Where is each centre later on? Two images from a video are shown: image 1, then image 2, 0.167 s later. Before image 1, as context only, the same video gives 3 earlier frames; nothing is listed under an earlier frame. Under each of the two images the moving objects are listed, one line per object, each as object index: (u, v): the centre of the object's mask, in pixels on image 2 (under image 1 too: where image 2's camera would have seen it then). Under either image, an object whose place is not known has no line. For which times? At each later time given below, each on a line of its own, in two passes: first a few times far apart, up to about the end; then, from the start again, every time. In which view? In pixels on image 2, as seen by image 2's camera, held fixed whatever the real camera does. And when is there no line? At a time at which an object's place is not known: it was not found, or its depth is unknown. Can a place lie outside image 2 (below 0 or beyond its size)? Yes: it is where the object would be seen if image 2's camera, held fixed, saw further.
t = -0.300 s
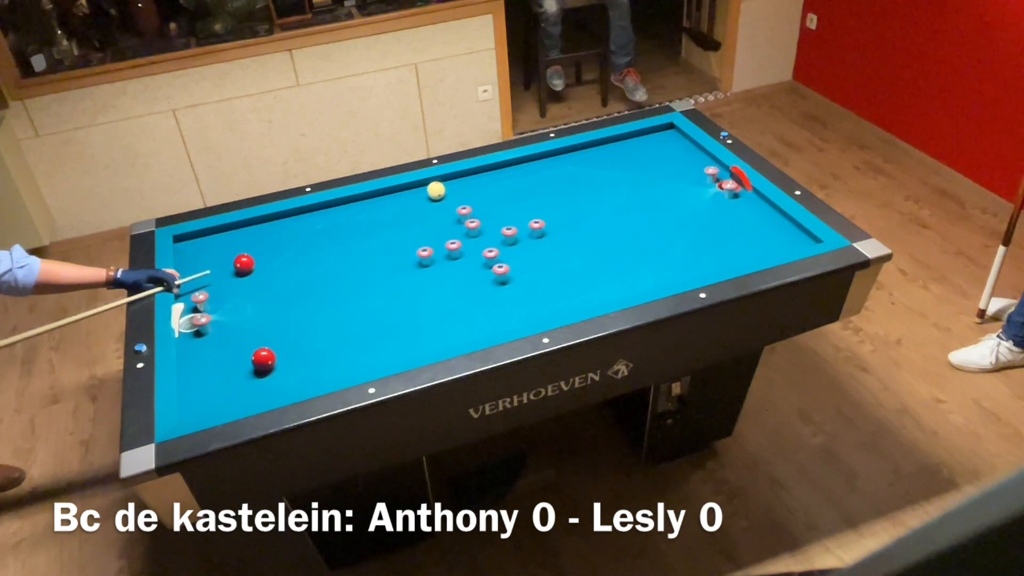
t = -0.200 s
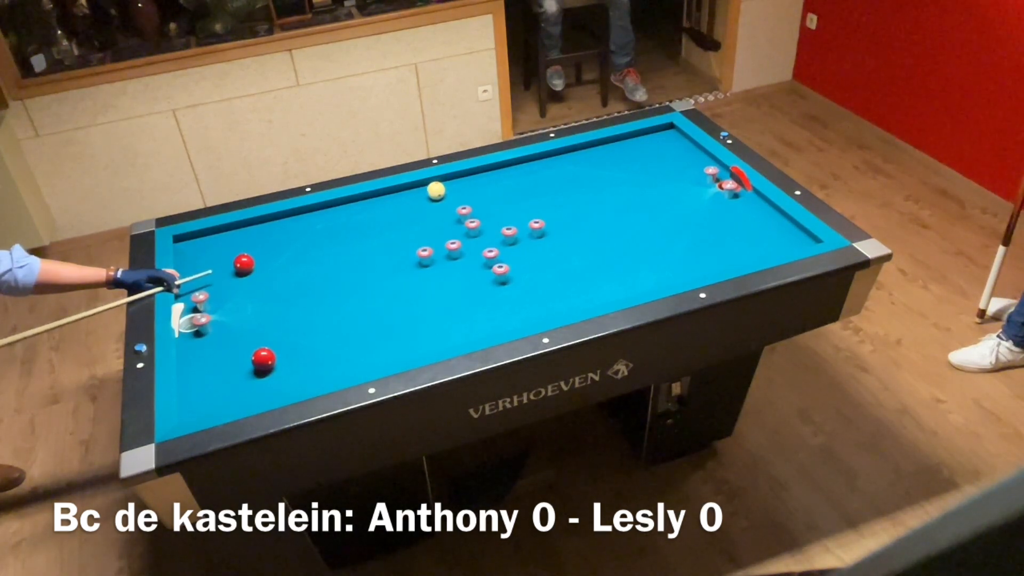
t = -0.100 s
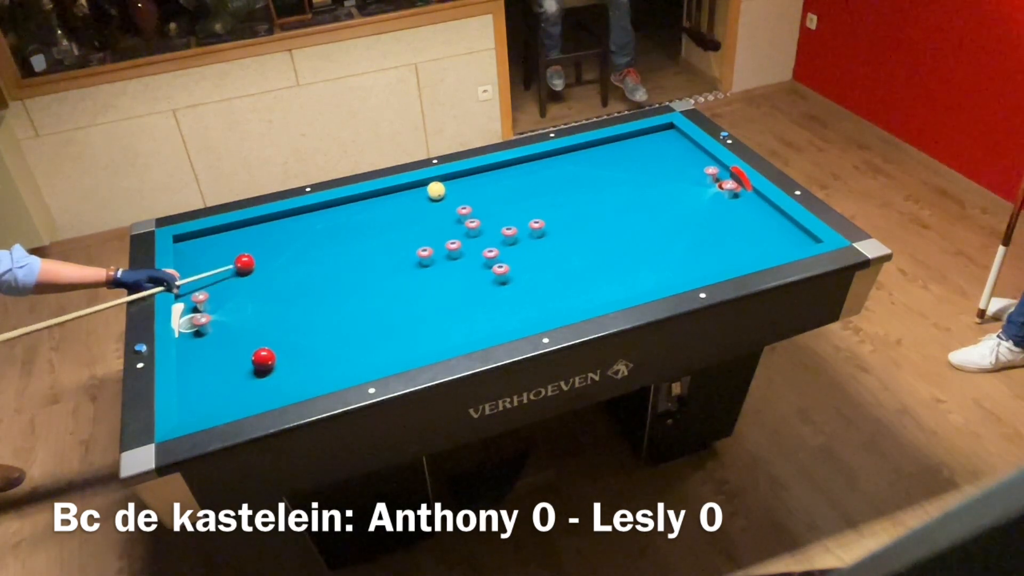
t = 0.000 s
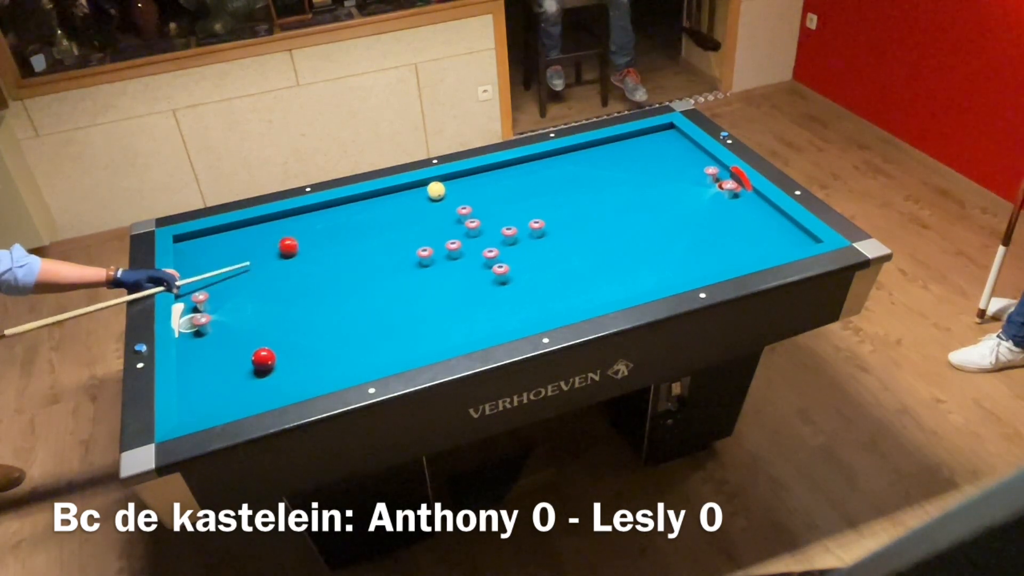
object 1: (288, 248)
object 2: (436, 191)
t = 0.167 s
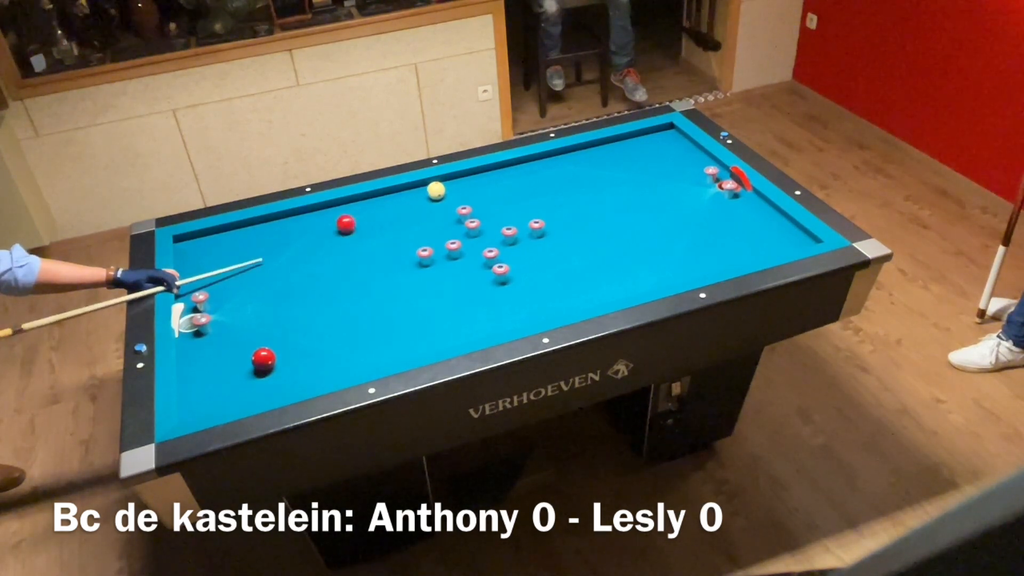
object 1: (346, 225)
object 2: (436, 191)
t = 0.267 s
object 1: (377, 213)
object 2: (436, 191)
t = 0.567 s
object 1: (423, 189)
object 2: (475, 181)
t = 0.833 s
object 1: (437, 186)
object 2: (524, 168)
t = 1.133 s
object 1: (453, 188)
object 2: (577, 155)
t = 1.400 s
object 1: (466, 191)
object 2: (621, 143)
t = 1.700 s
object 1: (480, 193)
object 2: (668, 131)
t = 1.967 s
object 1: (492, 195)
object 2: (648, 134)
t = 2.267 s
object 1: (504, 197)
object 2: (621, 140)
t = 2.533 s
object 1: (513, 199)
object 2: (599, 145)
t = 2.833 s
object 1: (523, 201)
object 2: (576, 151)
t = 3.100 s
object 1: (530, 202)
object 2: (556, 156)
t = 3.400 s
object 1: (538, 203)
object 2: (535, 162)
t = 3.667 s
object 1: (544, 204)
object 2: (516, 167)
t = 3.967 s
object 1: (549, 205)
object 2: (495, 172)
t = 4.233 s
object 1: (552, 206)
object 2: (478, 177)
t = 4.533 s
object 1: (555, 207)
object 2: (459, 182)
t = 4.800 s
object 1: (557, 207)
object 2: (443, 186)
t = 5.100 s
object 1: (557, 207)
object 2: (426, 190)
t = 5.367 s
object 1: (557, 207)
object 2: (412, 194)
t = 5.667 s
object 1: (557, 207)
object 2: (396, 198)
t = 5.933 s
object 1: (557, 207)
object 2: (383, 202)
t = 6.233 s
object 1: (557, 207)
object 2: (370, 205)
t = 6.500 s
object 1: (557, 207)
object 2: (358, 208)
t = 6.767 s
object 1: (557, 207)
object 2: (348, 211)
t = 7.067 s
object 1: (557, 207)
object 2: (338, 214)
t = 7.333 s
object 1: (557, 207)
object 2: (329, 216)
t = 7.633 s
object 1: (557, 207)
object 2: (321, 218)
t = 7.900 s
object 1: (557, 207)
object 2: (315, 219)
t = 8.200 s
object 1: (557, 207)
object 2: (310, 220)
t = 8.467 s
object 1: (557, 207)
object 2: (305, 221)
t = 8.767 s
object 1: (557, 207)
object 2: (302, 221)
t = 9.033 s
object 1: (557, 207)
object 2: (300, 221)
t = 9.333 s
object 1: (557, 207)
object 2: (299, 222)
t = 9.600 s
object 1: (557, 207)
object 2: (299, 222)
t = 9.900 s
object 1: (557, 207)
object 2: (299, 222)
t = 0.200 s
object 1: (356, 221)
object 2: (436, 191)
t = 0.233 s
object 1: (367, 217)
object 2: (436, 191)
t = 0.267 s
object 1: (377, 213)
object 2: (436, 191)
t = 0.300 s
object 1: (387, 208)
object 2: (436, 191)
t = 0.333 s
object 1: (397, 205)
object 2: (436, 191)
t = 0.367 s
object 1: (407, 201)
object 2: (436, 192)
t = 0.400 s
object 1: (417, 197)
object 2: (436, 191)
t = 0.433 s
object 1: (418, 195)
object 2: (443, 189)
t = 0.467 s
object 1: (419, 194)
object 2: (453, 187)
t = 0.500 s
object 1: (419, 192)
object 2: (460, 185)
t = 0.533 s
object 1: (421, 190)
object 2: (468, 183)
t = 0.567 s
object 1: (423, 189)
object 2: (475, 181)
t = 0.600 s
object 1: (425, 187)
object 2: (481, 180)
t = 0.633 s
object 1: (427, 186)
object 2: (487, 178)
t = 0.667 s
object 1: (428, 185)
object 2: (494, 176)
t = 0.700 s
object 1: (430, 185)
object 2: (500, 175)
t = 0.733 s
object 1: (432, 185)
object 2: (506, 173)
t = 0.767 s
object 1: (434, 185)
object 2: (512, 172)
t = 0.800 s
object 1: (436, 186)
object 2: (518, 170)
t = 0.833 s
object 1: (437, 186)
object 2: (524, 168)
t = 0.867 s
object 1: (439, 186)
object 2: (530, 167)
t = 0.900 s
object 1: (441, 186)
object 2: (536, 165)
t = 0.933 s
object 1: (443, 187)
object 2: (542, 164)
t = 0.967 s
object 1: (445, 187)
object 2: (548, 162)
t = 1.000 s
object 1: (446, 187)
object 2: (554, 161)
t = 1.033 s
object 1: (448, 188)
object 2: (560, 159)
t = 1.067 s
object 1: (450, 188)
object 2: (566, 158)
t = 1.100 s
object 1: (452, 188)
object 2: (571, 156)
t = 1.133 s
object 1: (453, 188)
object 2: (577, 155)
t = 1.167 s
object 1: (455, 189)
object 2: (583, 153)
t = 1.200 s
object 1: (457, 189)
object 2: (588, 152)
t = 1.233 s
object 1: (458, 189)
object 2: (594, 150)
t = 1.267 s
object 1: (460, 190)
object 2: (599, 149)
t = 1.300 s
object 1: (462, 190)
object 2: (605, 148)
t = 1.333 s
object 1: (463, 190)
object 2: (610, 146)
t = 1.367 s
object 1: (465, 190)
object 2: (616, 145)
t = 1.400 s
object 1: (466, 191)
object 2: (621, 143)
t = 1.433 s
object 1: (468, 191)
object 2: (627, 142)
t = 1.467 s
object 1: (470, 191)
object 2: (632, 141)
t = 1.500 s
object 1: (471, 192)
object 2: (637, 139)
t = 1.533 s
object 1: (473, 192)
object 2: (642, 138)
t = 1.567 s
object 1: (474, 192)
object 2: (648, 136)
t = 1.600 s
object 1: (476, 192)
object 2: (653, 135)
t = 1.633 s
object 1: (477, 192)
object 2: (658, 134)
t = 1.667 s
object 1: (479, 193)
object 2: (663, 132)
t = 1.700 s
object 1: (480, 193)
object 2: (668, 131)
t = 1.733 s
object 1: (482, 193)
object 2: (671, 130)
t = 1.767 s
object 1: (483, 193)
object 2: (667, 131)
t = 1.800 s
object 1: (485, 194)
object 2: (664, 132)
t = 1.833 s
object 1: (486, 194)
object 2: (660, 132)
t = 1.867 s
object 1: (487, 195)
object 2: (657, 133)
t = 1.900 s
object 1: (489, 195)
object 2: (654, 133)
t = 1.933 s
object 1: (490, 195)
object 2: (651, 134)
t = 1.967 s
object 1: (492, 195)
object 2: (648, 134)
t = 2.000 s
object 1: (493, 195)
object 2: (645, 135)
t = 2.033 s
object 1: (494, 196)
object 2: (642, 136)
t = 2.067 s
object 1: (496, 196)
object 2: (639, 136)
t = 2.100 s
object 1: (497, 196)
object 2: (636, 137)
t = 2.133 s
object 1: (498, 196)
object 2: (633, 137)
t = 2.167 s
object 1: (500, 197)
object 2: (630, 138)
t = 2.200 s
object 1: (501, 197)
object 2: (627, 139)
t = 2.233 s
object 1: (502, 197)
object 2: (624, 139)
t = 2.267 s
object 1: (504, 197)
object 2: (621, 140)
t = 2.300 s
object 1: (505, 197)
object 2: (618, 140)
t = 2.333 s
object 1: (506, 198)
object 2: (615, 141)
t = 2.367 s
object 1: (507, 198)
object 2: (612, 142)
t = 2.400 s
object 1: (509, 198)
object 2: (609, 142)
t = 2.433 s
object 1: (510, 198)
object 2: (607, 143)
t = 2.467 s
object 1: (511, 198)
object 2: (604, 143)
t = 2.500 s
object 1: (512, 198)
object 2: (602, 144)
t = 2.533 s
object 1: (513, 199)
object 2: (599, 145)
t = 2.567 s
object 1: (515, 199)
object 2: (597, 146)
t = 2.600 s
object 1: (516, 199)
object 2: (594, 146)
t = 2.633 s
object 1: (517, 199)
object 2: (591, 147)
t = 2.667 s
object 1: (518, 200)
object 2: (589, 148)
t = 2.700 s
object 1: (519, 200)
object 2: (586, 148)
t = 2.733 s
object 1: (520, 200)
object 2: (584, 149)
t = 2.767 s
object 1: (521, 200)
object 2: (581, 150)
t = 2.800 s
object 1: (522, 201)
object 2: (579, 150)
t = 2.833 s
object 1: (523, 201)
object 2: (576, 151)
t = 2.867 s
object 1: (524, 201)
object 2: (574, 152)
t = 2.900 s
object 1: (525, 201)
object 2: (571, 152)
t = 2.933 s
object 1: (526, 201)
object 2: (569, 153)
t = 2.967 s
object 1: (527, 201)
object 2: (566, 154)
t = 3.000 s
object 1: (528, 201)
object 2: (564, 154)
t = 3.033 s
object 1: (529, 202)
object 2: (561, 155)
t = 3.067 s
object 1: (530, 202)
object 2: (559, 156)
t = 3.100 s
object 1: (530, 202)
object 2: (556, 156)
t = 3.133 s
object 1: (532, 202)
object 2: (554, 157)
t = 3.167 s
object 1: (533, 202)
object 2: (552, 158)
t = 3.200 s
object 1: (533, 202)
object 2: (549, 158)
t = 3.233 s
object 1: (534, 202)
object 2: (547, 159)
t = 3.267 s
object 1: (535, 203)
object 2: (544, 159)
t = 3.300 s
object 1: (536, 203)
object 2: (542, 160)
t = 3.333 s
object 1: (536, 203)
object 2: (540, 161)
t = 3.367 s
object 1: (537, 203)
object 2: (537, 161)
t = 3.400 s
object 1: (538, 203)
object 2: (535, 162)
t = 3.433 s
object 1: (539, 203)
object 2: (532, 163)
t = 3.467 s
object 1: (540, 203)
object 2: (530, 163)
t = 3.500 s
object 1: (540, 204)
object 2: (528, 164)
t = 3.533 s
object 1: (541, 204)
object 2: (525, 165)
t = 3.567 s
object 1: (542, 204)
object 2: (523, 165)
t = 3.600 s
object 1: (543, 204)
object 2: (521, 166)
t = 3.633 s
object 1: (543, 204)
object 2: (518, 166)
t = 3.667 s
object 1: (544, 204)
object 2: (516, 167)
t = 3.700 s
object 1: (544, 204)
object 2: (513, 167)
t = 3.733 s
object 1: (545, 204)
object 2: (511, 168)
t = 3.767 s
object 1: (546, 204)
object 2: (509, 169)
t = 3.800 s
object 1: (546, 205)
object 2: (507, 169)
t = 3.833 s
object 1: (547, 205)
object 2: (505, 170)
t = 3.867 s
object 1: (548, 205)
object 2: (502, 170)
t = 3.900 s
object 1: (548, 205)
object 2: (500, 171)
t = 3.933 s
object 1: (549, 205)
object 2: (498, 172)
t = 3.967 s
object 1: (549, 205)
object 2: (495, 172)
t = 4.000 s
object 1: (549, 206)
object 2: (493, 173)
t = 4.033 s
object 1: (550, 206)
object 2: (491, 173)
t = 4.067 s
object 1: (550, 205)
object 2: (489, 174)
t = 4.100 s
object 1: (551, 205)
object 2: (487, 175)
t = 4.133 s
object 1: (551, 206)
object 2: (484, 175)
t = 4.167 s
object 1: (552, 206)
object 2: (482, 176)
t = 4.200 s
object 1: (552, 206)
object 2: (480, 176)
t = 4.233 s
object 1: (552, 206)
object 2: (478, 177)
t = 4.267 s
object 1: (553, 206)
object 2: (476, 177)
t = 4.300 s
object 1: (553, 206)
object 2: (474, 178)
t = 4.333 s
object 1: (553, 206)
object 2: (472, 178)
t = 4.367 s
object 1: (554, 207)
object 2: (469, 179)
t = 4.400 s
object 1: (554, 207)
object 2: (467, 180)
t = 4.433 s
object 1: (554, 207)
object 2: (465, 180)
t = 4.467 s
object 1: (555, 207)
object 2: (463, 181)
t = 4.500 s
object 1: (555, 207)
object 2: (461, 181)
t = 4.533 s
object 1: (555, 207)
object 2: (459, 182)
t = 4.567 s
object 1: (555, 207)
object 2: (457, 182)
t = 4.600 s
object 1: (556, 207)
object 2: (455, 183)
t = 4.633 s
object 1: (556, 207)
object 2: (453, 183)
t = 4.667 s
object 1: (556, 207)
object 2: (451, 184)
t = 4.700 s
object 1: (556, 207)
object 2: (449, 184)
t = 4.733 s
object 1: (556, 207)
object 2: (447, 185)
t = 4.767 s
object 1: (556, 207)
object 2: (445, 185)
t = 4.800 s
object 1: (557, 207)
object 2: (443, 186)
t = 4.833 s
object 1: (557, 207)
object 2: (441, 186)
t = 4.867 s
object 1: (557, 207)
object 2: (439, 187)
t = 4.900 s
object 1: (557, 207)
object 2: (437, 187)
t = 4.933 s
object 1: (557, 207)
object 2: (436, 188)
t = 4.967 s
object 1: (557, 207)
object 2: (434, 188)
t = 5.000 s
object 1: (557, 207)
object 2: (431, 189)
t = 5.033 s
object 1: (557, 207)
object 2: (430, 189)
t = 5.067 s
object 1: (557, 207)
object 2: (428, 190)
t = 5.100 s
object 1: (557, 207)
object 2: (426, 190)
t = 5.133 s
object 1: (557, 207)
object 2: (424, 191)
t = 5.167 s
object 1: (557, 207)
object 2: (422, 191)
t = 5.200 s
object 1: (557, 207)
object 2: (421, 192)
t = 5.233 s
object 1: (557, 207)
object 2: (419, 192)
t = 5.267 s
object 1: (557, 207)
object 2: (417, 193)
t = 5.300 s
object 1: (557, 207)
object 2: (415, 193)
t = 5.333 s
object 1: (557, 207)
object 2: (413, 194)
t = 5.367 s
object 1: (557, 207)
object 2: (412, 194)
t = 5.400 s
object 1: (557, 207)
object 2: (410, 195)
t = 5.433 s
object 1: (557, 207)
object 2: (408, 195)
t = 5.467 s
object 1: (557, 207)
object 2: (406, 196)
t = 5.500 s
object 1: (557, 207)
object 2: (404, 196)
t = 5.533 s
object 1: (557, 207)
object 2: (403, 197)
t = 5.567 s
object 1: (557, 207)
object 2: (401, 197)
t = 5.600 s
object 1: (557, 207)
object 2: (399, 198)
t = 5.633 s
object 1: (557, 207)
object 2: (397, 198)
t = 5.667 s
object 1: (557, 207)
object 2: (396, 198)
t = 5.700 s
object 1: (557, 207)
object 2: (394, 199)
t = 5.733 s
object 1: (557, 207)
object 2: (393, 199)
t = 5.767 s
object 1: (557, 207)
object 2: (391, 200)
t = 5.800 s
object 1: (557, 207)
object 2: (389, 200)
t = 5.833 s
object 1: (557, 207)
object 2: (388, 201)
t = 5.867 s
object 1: (557, 207)
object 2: (386, 201)
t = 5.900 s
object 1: (557, 207)
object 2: (384, 201)
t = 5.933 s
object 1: (557, 207)
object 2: (383, 202)
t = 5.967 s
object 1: (557, 207)
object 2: (381, 202)
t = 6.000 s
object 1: (557, 207)
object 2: (380, 203)
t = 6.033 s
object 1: (557, 207)
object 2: (378, 203)
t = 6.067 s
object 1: (557, 207)
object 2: (377, 204)
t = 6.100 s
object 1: (557, 207)
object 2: (375, 204)
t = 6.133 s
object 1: (557, 207)
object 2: (374, 204)
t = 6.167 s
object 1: (557, 207)
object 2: (372, 205)
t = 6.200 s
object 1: (557, 207)
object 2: (371, 205)
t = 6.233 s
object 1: (557, 207)
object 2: (370, 205)
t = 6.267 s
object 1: (557, 207)
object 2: (368, 206)
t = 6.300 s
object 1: (557, 207)
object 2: (367, 206)
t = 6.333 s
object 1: (557, 207)
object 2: (365, 207)
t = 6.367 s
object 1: (557, 207)
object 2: (364, 207)
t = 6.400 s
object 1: (557, 207)
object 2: (362, 207)
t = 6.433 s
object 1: (557, 207)
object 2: (361, 208)
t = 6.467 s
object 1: (557, 207)
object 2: (360, 208)
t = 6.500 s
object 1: (557, 207)
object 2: (358, 208)
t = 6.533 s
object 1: (557, 207)
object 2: (357, 209)
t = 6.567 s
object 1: (557, 207)
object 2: (356, 209)
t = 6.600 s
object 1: (557, 207)
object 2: (354, 209)
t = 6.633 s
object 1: (557, 207)
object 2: (353, 210)
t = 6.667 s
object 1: (557, 207)
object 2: (352, 210)
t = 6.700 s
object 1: (557, 207)
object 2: (351, 210)
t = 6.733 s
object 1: (557, 207)
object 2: (349, 211)
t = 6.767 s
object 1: (557, 207)
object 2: (348, 211)
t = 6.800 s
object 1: (557, 207)
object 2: (347, 211)
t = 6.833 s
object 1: (557, 207)
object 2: (346, 212)
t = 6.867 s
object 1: (557, 207)
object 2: (344, 212)
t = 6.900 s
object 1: (557, 207)
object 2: (343, 212)
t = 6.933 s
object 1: (557, 207)
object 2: (342, 213)
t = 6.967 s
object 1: (557, 207)
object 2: (341, 213)
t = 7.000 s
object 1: (557, 207)
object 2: (340, 213)
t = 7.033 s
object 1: (557, 207)
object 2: (339, 214)
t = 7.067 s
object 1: (557, 207)
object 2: (338, 214)
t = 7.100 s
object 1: (557, 207)
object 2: (337, 214)
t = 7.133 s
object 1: (557, 207)
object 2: (336, 214)
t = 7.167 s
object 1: (557, 207)
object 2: (335, 215)
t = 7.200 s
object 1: (557, 207)
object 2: (333, 215)
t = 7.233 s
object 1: (557, 207)
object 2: (333, 215)
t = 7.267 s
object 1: (557, 207)
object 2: (332, 215)
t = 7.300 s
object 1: (557, 207)
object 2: (330, 216)
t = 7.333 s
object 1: (557, 207)
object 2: (329, 216)
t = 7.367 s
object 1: (557, 207)
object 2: (328, 216)
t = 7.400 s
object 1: (557, 207)
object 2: (328, 217)
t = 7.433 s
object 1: (557, 207)
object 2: (327, 217)
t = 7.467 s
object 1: (557, 207)
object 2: (326, 217)
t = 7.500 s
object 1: (557, 207)
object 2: (325, 217)
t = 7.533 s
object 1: (557, 207)
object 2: (324, 217)
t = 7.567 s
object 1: (557, 207)
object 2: (323, 218)
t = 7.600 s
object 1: (557, 207)
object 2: (322, 218)
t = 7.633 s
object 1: (557, 207)
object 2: (321, 218)
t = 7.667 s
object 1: (557, 207)
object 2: (320, 218)
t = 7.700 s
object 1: (557, 207)
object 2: (320, 218)
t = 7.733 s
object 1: (557, 207)
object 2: (319, 218)
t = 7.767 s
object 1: (557, 207)
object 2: (318, 219)
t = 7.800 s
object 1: (557, 207)
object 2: (318, 219)
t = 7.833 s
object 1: (557, 207)
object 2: (317, 219)
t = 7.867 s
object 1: (557, 207)
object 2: (316, 219)
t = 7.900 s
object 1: (557, 207)
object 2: (315, 219)
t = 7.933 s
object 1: (557, 207)
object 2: (314, 219)
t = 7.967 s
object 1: (557, 207)
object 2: (314, 219)
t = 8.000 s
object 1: (557, 207)
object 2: (313, 220)
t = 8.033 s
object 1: (557, 207)
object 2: (313, 220)
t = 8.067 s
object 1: (557, 207)
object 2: (312, 220)
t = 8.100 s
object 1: (557, 207)
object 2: (311, 220)
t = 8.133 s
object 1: (557, 207)
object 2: (311, 220)
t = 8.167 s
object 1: (557, 207)
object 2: (310, 220)
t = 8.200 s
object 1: (557, 207)
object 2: (310, 220)
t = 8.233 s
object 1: (557, 207)
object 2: (309, 220)
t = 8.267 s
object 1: (557, 207)
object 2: (308, 220)
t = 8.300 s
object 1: (557, 207)
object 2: (308, 220)
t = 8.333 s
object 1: (557, 207)
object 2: (307, 221)
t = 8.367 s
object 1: (557, 207)
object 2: (307, 221)
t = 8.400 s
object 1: (557, 207)
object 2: (306, 221)
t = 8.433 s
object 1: (557, 207)
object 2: (306, 221)
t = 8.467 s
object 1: (557, 207)
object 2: (305, 221)
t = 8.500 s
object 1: (557, 207)
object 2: (305, 221)
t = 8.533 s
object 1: (557, 207)
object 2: (304, 221)
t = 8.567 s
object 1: (557, 207)
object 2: (304, 221)
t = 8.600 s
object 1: (557, 207)
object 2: (304, 221)
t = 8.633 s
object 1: (557, 207)
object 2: (303, 221)
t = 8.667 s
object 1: (557, 207)
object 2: (303, 221)
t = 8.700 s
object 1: (557, 207)
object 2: (303, 221)
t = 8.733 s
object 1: (557, 207)
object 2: (302, 221)
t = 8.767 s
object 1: (557, 207)
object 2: (302, 221)
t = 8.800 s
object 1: (557, 207)
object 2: (302, 221)
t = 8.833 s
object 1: (557, 207)
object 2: (302, 221)
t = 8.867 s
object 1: (557, 207)
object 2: (301, 221)
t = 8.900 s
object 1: (557, 207)
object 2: (301, 221)
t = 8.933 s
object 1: (557, 207)
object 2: (301, 221)
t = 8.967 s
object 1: (557, 207)
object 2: (301, 221)
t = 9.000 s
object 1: (557, 207)
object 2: (300, 221)
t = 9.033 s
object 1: (557, 207)
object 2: (300, 221)
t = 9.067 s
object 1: (557, 207)
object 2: (300, 221)
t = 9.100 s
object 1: (557, 207)
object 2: (300, 221)
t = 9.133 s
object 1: (557, 207)
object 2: (300, 221)
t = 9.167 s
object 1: (557, 207)
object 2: (300, 221)
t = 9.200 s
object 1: (557, 207)
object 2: (299, 222)
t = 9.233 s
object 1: (557, 207)
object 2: (299, 222)
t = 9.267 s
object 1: (557, 207)
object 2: (299, 222)
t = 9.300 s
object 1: (557, 207)
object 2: (299, 222)
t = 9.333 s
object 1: (557, 207)
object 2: (299, 222)
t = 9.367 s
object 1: (557, 207)
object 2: (299, 222)
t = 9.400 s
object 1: (557, 207)
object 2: (299, 222)
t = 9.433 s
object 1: (557, 207)
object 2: (299, 222)
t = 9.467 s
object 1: (557, 207)
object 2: (299, 222)
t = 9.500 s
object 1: (557, 207)
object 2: (299, 222)
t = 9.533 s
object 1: (557, 207)
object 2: (299, 222)
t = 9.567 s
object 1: (557, 207)
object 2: (299, 222)
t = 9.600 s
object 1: (557, 207)
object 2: (299, 222)
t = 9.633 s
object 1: (557, 207)
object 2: (299, 222)
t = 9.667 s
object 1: (557, 207)
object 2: (299, 222)
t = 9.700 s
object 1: (557, 207)
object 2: (299, 222)
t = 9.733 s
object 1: (557, 207)
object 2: (299, 222)
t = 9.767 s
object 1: (557, 207)
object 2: (299, 222)
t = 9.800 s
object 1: (557, 207)
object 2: (299, 222)
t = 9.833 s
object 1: (557, 207)
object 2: (299, 222)
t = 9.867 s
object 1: (557, 207)
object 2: (299, 222)
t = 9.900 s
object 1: (557, 207)
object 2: (299, 222)
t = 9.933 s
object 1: (557, 207)
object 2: (299, 222)
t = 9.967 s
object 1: (557, 207)
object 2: (299, 222)
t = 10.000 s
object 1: (557, 207)
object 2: (299, 222)
